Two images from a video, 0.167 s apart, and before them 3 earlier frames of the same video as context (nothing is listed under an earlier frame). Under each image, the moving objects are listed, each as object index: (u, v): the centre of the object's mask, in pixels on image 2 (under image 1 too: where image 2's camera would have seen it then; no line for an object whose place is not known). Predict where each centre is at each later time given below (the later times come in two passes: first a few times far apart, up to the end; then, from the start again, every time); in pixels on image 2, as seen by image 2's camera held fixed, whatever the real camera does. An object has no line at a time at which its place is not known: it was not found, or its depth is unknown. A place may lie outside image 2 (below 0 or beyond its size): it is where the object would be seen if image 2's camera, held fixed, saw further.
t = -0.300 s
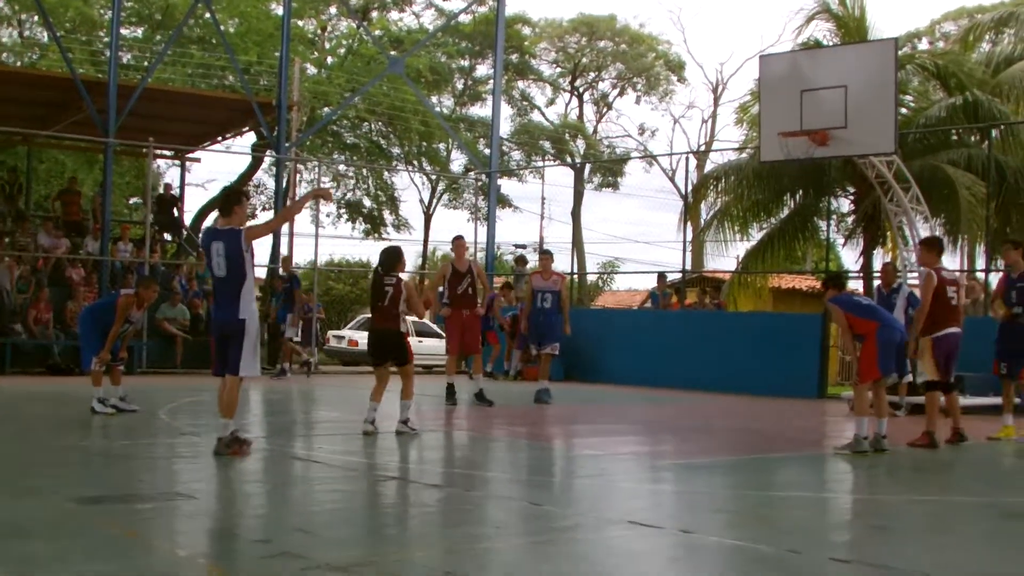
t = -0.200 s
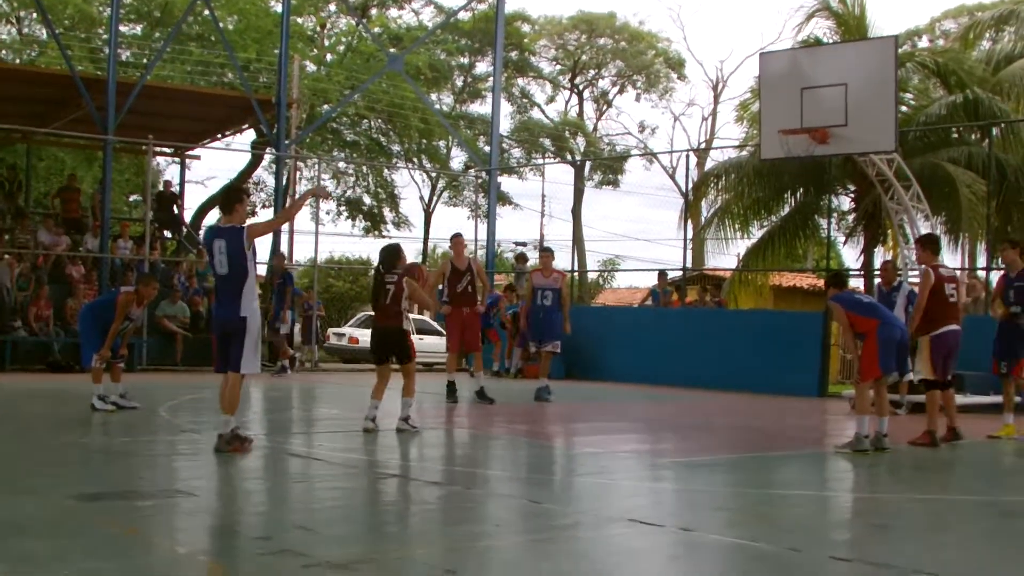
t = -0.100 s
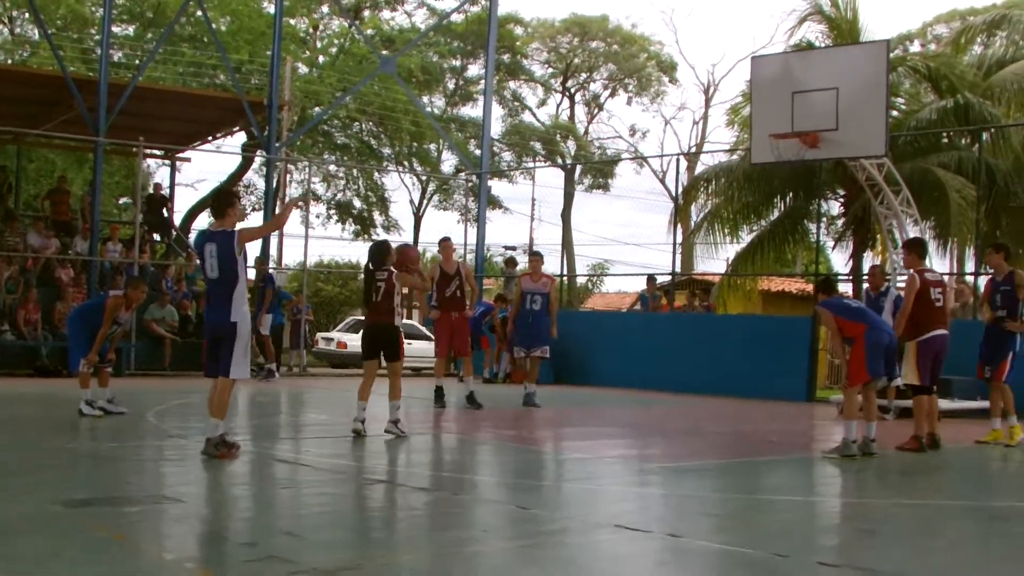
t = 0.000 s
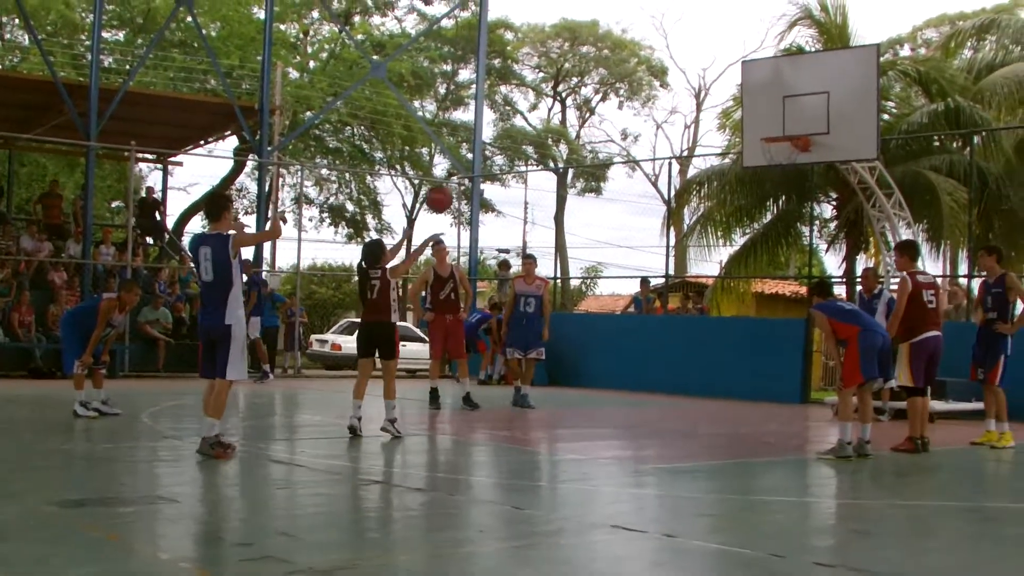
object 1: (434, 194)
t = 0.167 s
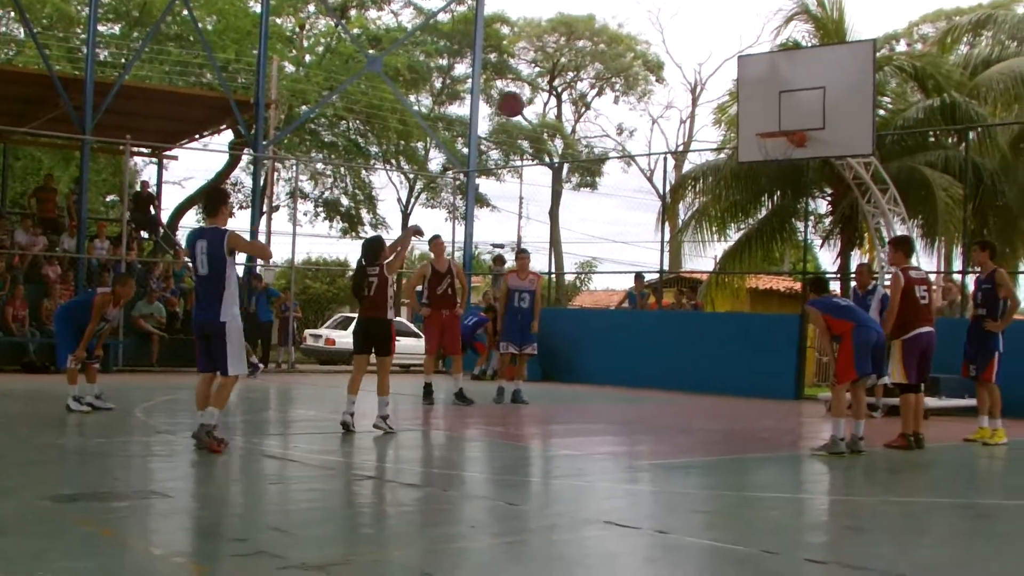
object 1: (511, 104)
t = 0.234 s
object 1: (539, 79)
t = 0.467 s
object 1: (632, 33)
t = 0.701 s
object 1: (710, 46)
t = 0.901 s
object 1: (770, 98)
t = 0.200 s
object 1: (525, 91)
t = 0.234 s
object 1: (539, 79)
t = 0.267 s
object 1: (553, 69)
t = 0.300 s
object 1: (566, 60)
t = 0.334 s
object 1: (580, 52)
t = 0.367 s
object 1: (592, 46)
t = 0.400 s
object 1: (606, 41)
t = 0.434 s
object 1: (619, 36)
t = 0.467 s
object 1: (632, 33)
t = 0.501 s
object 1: (644, 32)
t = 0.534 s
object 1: (655, 31)
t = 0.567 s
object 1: (666, 32)
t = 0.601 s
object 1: (677, 34)
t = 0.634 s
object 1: (688, 37)
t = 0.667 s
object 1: (699, 41)
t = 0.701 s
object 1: (710, 46)
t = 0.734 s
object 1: (720, 53)
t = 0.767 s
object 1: (731, 60)
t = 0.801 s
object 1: (741, 69)
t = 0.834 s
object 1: (751, 77)
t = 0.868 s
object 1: (761, 87)
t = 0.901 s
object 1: (770, 98)
